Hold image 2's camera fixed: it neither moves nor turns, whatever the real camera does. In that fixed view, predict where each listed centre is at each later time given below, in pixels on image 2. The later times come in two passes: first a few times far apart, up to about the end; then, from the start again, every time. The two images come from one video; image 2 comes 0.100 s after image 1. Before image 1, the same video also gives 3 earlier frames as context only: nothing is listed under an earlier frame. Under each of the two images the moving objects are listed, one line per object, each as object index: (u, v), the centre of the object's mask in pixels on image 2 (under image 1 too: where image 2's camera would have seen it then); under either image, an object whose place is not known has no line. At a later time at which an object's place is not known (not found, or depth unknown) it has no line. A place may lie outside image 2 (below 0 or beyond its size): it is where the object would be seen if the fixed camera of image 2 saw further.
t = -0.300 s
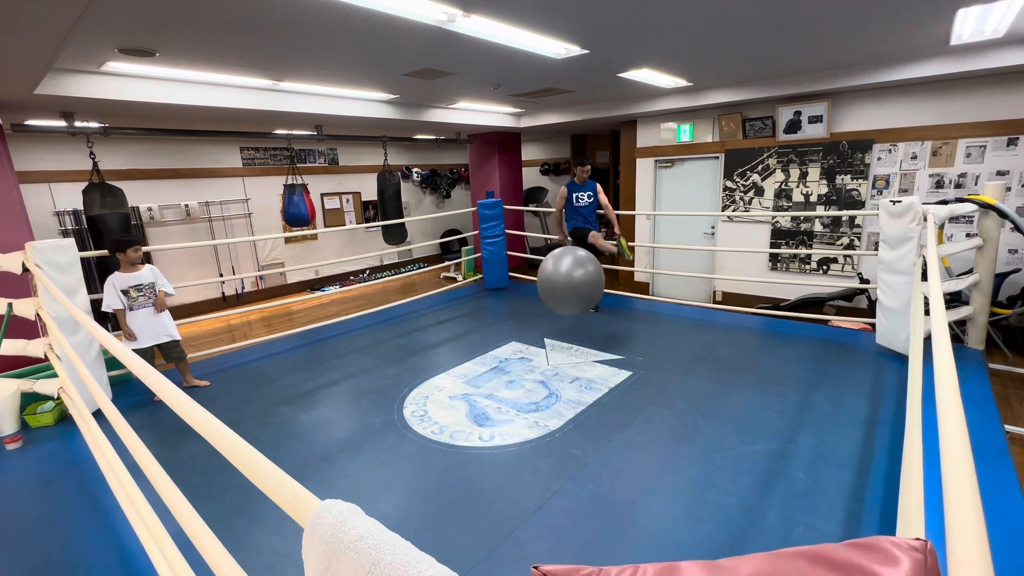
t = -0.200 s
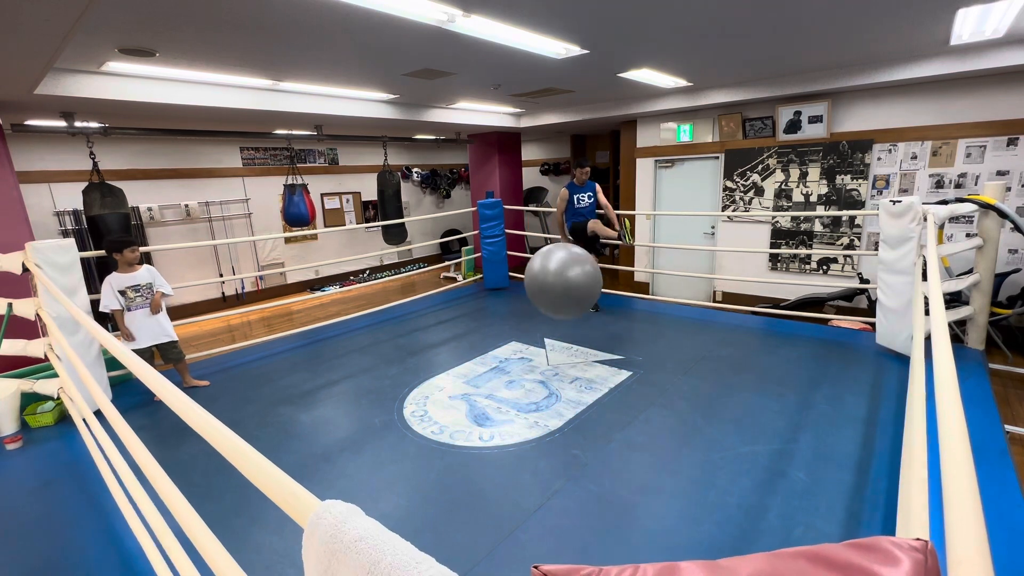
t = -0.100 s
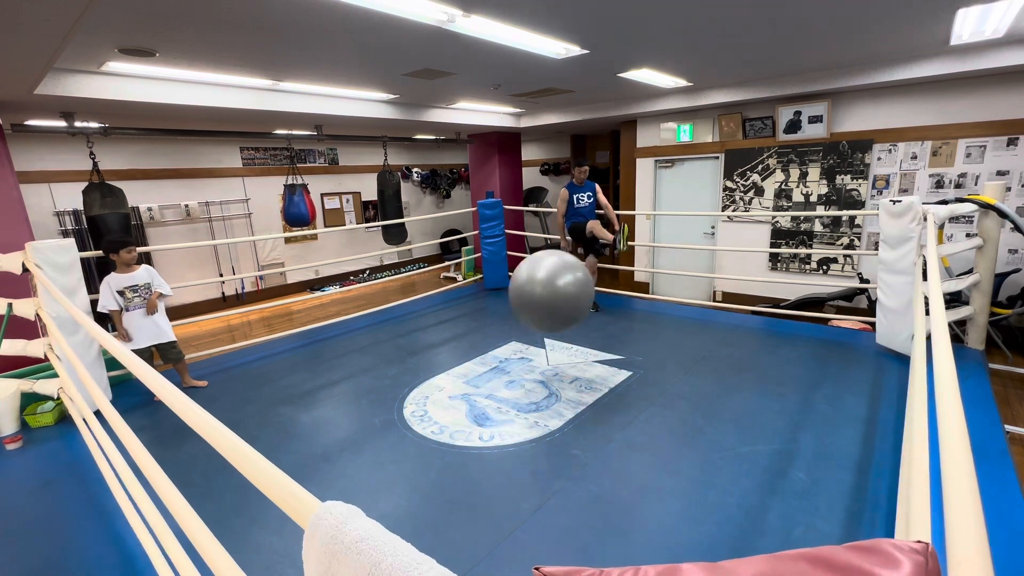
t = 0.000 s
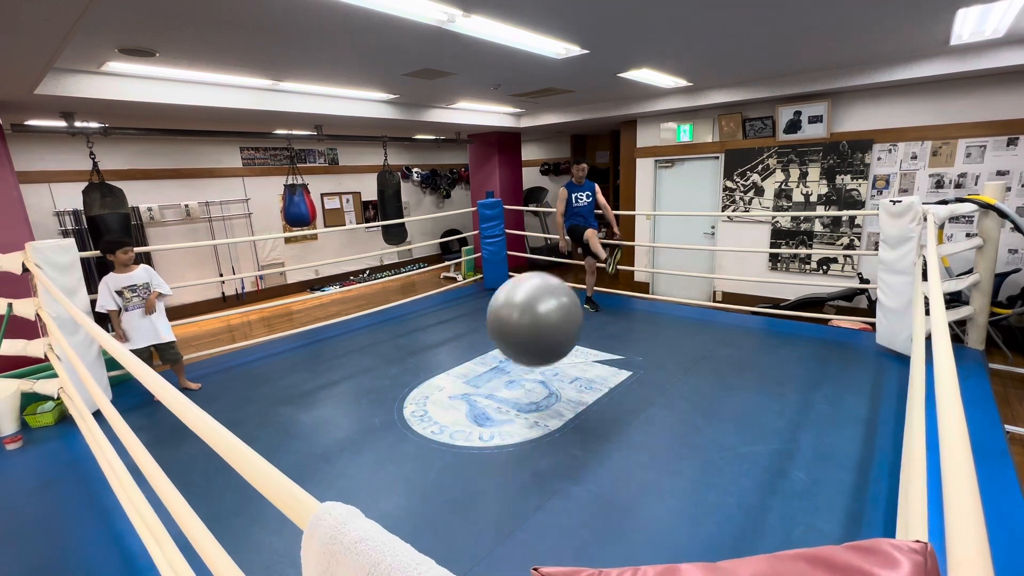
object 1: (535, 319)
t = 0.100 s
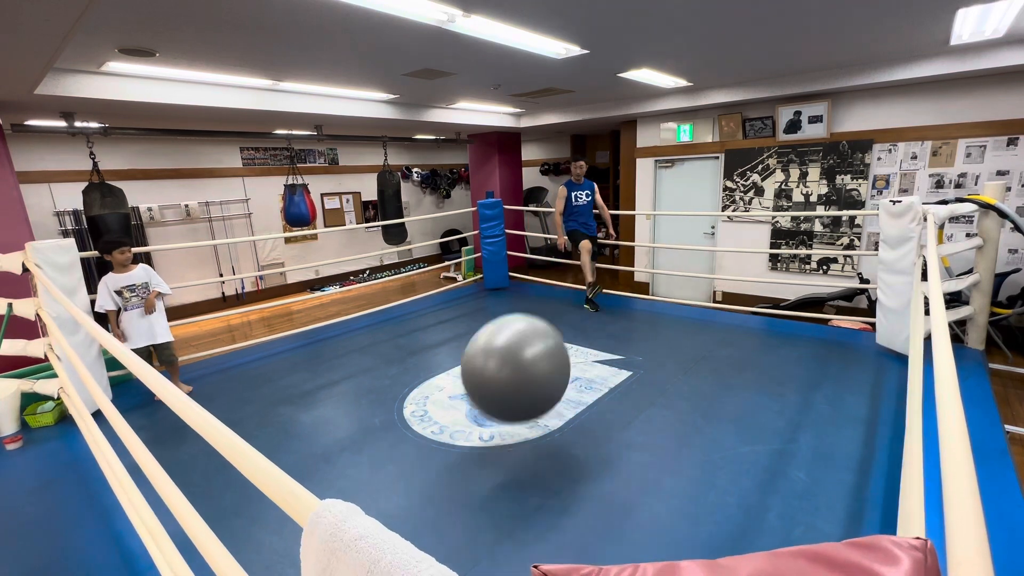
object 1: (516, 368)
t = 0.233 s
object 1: (480, 451)
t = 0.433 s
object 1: (377, 437)
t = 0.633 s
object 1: (247, 478)
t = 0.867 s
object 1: (308, 480)
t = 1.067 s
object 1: (360, 497)
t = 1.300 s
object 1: (376, 447)
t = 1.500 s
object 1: (401, 468)
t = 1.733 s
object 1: (422, 477)
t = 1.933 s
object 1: (426, 450)
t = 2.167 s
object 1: (452, 492)
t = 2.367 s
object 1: (450, 453)
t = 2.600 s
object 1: (456, 457)
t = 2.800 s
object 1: (459, 465)
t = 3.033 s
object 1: (453, 443)
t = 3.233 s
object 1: (451, 473)
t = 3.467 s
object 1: (435, 441)
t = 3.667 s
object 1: (427, 472)
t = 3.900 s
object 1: (403, 444)
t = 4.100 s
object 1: (392, 460)
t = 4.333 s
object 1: (368, 444)
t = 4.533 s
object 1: (353, 447)
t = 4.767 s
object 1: (338, 446)
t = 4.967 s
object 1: (319, 435)
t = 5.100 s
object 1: (315, 440)
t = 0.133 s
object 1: (508, 391)
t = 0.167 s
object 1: (501, 418)
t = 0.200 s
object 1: (493, 445)
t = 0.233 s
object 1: (480, 451)
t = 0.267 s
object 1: (466, 446)
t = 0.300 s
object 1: (451, 441)
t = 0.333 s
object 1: (434, 438)
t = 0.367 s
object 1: (416, 437)
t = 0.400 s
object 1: (397, 438)
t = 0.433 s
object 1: (377, 437)
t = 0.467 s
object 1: (358, 435)
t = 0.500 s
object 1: (339, 433)
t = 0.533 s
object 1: (298, 458)
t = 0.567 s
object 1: (275, 465)
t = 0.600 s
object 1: (247, 479)
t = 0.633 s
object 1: (247, 478)
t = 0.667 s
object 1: (250, 481)
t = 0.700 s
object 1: (251, 483)
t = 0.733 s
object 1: (276, 466)
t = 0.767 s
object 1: (283, 469)
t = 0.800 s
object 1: (292, 471)
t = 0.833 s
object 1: (300, 476)
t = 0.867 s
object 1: (308, 480)
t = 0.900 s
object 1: (320, 485)
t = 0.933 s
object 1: (336, 491)
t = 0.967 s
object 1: (352, 497)
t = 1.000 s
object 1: (379, 499)
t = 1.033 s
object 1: (364, 505)
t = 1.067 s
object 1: (360, 497)
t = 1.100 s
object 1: (376, 475)
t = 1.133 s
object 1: (374, 466)
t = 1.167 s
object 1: (373, 460)
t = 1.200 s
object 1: (372, 455)
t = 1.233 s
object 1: (372, 452)
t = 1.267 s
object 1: (374, 449)
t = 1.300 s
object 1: (376, 447)
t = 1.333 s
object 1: (379, 446)
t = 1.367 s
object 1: (382, 447)
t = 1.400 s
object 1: (386, 450)
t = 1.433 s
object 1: (390, 454)
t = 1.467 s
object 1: (395, 460)
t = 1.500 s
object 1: (401, 468)
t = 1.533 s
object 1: (407, 478)
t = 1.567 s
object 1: (415, 488)
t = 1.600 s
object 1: (423, 498)
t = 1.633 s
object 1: (429, 503)
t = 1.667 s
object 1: (426, 495)
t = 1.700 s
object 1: (424, 486)
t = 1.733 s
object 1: (422, 477)
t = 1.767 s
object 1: (421, 470)
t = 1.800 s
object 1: (421, 463)
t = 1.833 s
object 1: (421, 458)
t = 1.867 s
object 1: (422, 454)
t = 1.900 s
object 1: (424, 452)
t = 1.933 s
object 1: (426, 450)
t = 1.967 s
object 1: (429, 451)
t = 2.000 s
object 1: (432, 454)
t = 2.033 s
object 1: (434, 459)
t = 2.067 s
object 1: (438, 466)
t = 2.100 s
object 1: (442, 474)
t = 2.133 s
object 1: (447, 482)
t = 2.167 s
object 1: (452, 492)
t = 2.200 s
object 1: (456, 498)
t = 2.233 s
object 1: (453, 490)
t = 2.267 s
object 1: (451, 481)
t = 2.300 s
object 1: (450, 469)
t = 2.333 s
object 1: (450, 460)
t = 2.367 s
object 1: (450, 453)
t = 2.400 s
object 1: (451, 448)
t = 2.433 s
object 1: (452, 445)
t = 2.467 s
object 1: (452, 443)
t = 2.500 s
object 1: (453, 443)
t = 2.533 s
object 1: (454, 446)
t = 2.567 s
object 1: (454, 451)
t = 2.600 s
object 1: (456, 457)
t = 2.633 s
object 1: (457, 466)
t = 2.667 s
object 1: (458, 476)
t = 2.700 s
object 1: (461, 486)
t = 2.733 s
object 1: (461, 487)
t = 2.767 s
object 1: (460, 475)
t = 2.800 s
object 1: (459, 465)
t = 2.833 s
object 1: (458, 456)
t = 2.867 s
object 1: (456, 449)
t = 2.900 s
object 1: (455, 444)
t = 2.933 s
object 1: (454, 441)
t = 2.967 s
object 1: (453, 440)
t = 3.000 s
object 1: (453, 440)
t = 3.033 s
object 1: (453, 443)
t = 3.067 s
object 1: (453, 448)
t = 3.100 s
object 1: (453, 454)
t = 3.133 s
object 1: (453, 462)
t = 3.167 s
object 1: (453, 472)
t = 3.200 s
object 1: (453, 479)
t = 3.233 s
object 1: (451, 473)
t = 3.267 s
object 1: (448, 463)
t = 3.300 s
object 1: (446, 455)
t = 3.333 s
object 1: (443, 448)
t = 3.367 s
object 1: (441, 444)
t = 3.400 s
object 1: (439, 441)
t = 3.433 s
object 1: (437, 440)
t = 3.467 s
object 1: (435, 441)
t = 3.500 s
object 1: (433, 444)
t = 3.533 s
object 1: (431, 449)
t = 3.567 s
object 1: (430, 456)
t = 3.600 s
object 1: (429, 464)
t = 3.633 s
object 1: (428, 473)
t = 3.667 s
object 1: (427, 472)
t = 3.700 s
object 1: (423, 464)
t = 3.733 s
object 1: (419, 456)
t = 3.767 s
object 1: (416, 450)
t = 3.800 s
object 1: (412, 446)
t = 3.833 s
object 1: (409, 444)
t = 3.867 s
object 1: (406, 443)
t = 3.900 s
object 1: (403, 444)
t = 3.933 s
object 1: (401, 447)
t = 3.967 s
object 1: (399, 451)
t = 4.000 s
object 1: (398, 456)
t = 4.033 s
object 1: (397, 462)
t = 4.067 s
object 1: (396, 465)
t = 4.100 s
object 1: (392, 460)
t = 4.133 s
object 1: (387, 455)
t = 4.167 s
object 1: (383, 450)
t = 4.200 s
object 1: (379, 446)
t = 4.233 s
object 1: (376, 444)
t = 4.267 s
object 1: (372, 442)
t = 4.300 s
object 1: (370, 443)
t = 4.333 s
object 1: (368, 444)
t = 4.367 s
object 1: (367, 447)
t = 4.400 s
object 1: (366, 451)
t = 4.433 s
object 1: (365, 457)
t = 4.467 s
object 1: (362, 456)
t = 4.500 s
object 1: (357, 451)
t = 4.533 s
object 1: (353, 447)
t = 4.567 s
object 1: (348, 443)
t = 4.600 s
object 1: (345, 441)
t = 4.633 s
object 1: (342, 439)
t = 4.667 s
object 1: (341, 439)
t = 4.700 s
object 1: (339, 440)
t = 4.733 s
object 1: (338, 442)
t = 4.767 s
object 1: (338, 446)
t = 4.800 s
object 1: (337, 450)
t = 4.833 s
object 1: (333, 448)
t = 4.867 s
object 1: (328, 443)
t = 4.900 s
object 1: (325, 439)
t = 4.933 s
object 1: (322, 437)
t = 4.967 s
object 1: (319, 435)
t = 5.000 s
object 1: (317, 434)
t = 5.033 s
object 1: (316, 435)
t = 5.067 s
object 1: (315, 437)
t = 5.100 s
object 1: (315, 440)
